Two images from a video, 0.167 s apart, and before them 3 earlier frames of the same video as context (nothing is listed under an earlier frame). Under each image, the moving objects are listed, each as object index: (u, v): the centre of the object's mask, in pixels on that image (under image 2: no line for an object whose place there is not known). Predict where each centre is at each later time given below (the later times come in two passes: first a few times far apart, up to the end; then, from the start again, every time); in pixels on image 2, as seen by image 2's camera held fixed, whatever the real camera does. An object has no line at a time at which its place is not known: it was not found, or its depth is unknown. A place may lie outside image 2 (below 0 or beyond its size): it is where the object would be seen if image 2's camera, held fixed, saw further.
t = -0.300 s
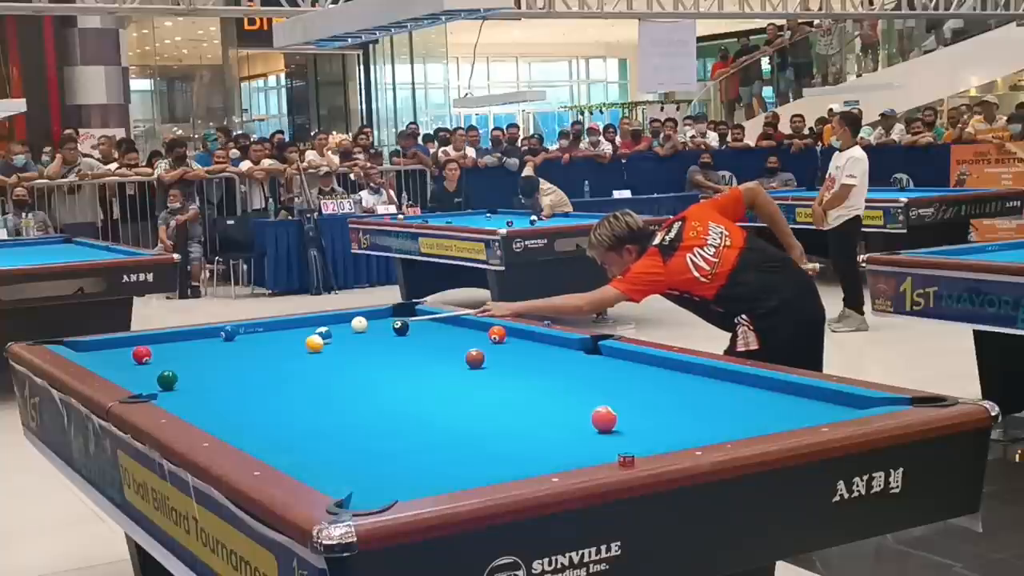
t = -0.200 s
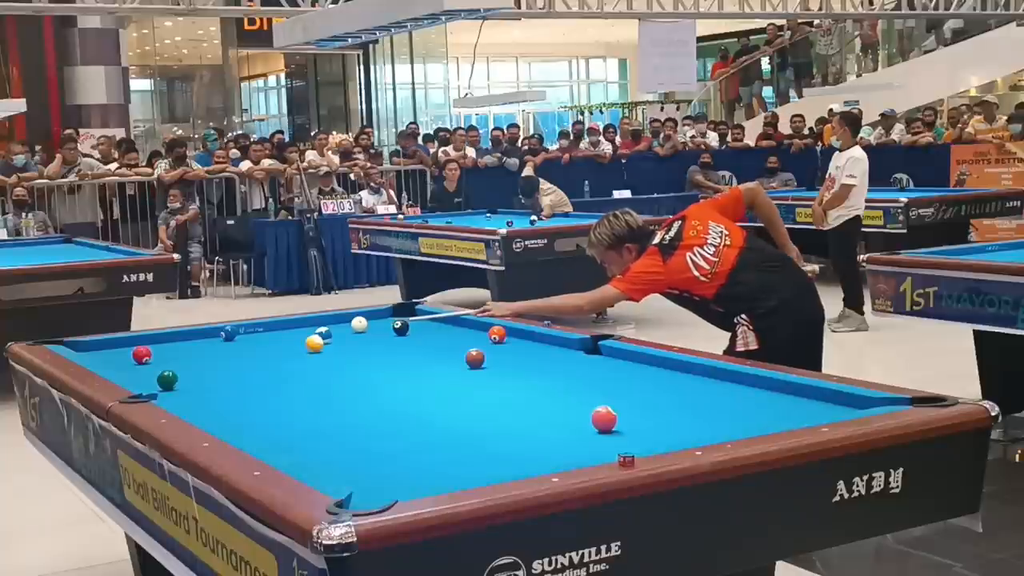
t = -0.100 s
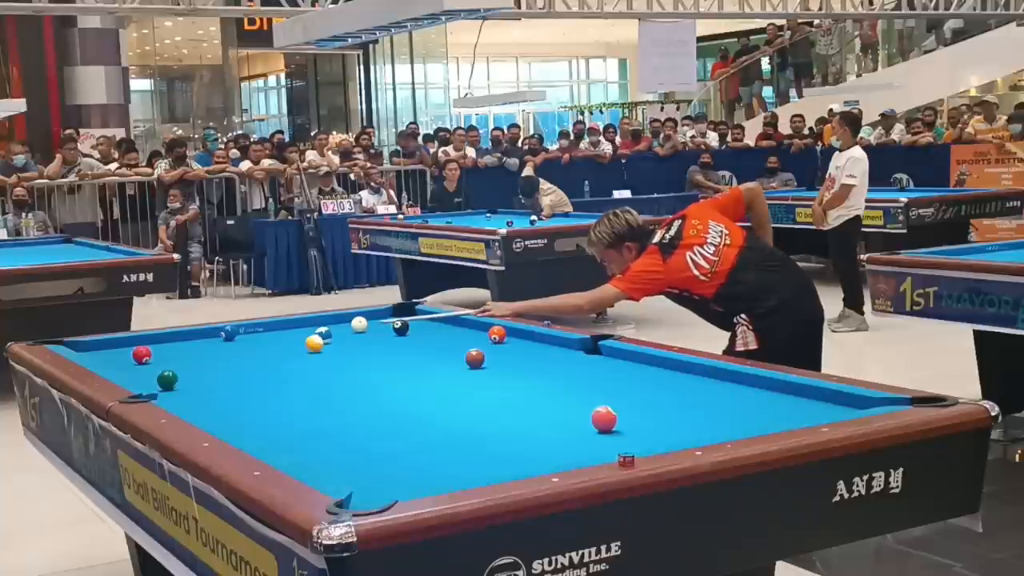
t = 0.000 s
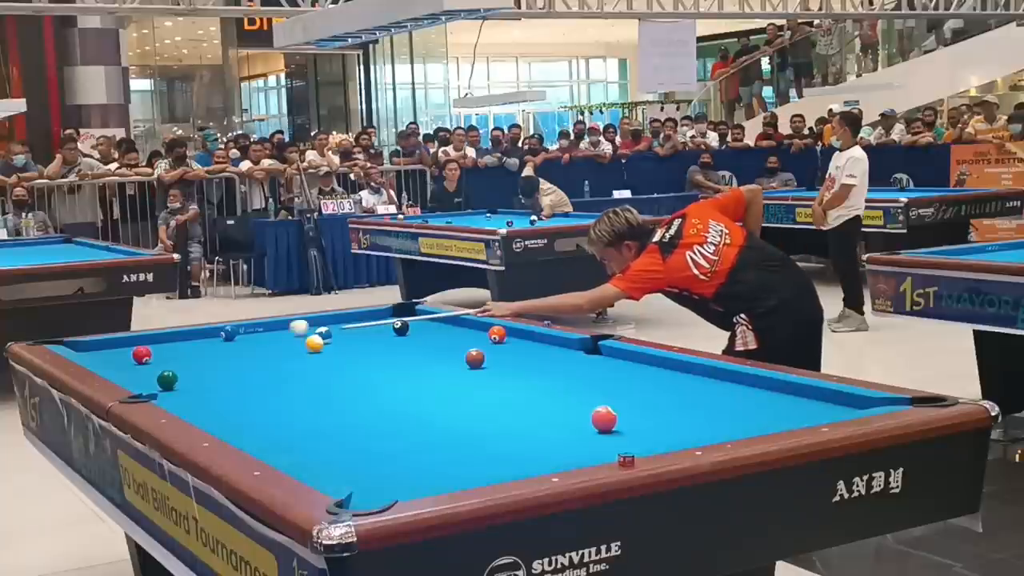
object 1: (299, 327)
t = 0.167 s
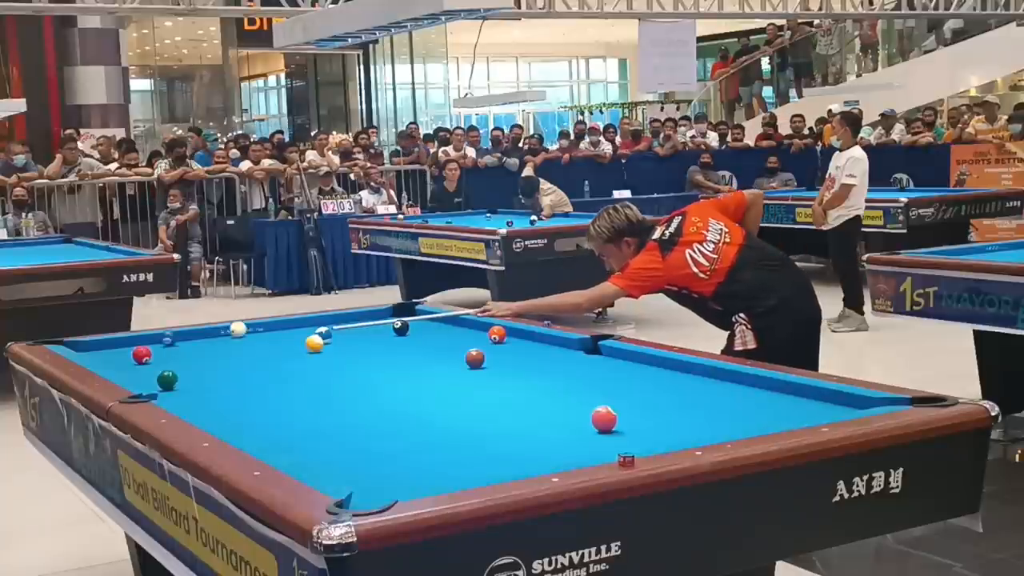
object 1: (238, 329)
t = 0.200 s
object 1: (235, 329)
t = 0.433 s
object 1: (235, 330)
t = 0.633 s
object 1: (240, 332)
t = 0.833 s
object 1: (243, 334)
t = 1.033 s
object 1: (247, 336)
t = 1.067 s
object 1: (248, 336)
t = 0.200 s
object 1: (235, 329)
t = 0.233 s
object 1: (231, 328)
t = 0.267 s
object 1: (232, 329)
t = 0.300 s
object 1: (233, 329)
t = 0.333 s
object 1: (234, 329)
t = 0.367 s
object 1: (234, 330)
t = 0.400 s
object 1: (235, 330)
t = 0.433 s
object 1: (235, 330)
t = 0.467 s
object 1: (236, 330)
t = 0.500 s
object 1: (237, 331)
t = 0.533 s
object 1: (237, 331)
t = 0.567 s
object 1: (238, 332)
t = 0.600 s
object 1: (239, 332)
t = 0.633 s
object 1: (240, 332)
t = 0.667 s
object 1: (240, 333)
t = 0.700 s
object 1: (241, 333)
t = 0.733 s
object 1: (241, 333)
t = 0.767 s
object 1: (242, 333)
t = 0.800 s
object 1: (243, 334)
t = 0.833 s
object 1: (243, 334)
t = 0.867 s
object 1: (244, 334)
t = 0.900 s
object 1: (245, 335)
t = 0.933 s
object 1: (245, 335)
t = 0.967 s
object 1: (246, 335)
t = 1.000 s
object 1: (247, 335)
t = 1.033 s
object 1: (247, 336)
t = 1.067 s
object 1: (248, 336)
